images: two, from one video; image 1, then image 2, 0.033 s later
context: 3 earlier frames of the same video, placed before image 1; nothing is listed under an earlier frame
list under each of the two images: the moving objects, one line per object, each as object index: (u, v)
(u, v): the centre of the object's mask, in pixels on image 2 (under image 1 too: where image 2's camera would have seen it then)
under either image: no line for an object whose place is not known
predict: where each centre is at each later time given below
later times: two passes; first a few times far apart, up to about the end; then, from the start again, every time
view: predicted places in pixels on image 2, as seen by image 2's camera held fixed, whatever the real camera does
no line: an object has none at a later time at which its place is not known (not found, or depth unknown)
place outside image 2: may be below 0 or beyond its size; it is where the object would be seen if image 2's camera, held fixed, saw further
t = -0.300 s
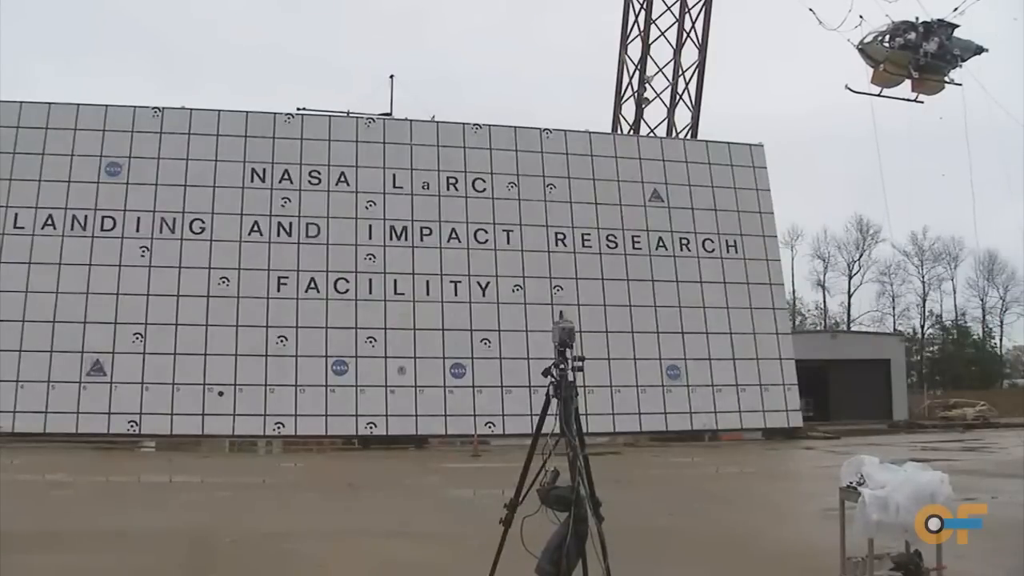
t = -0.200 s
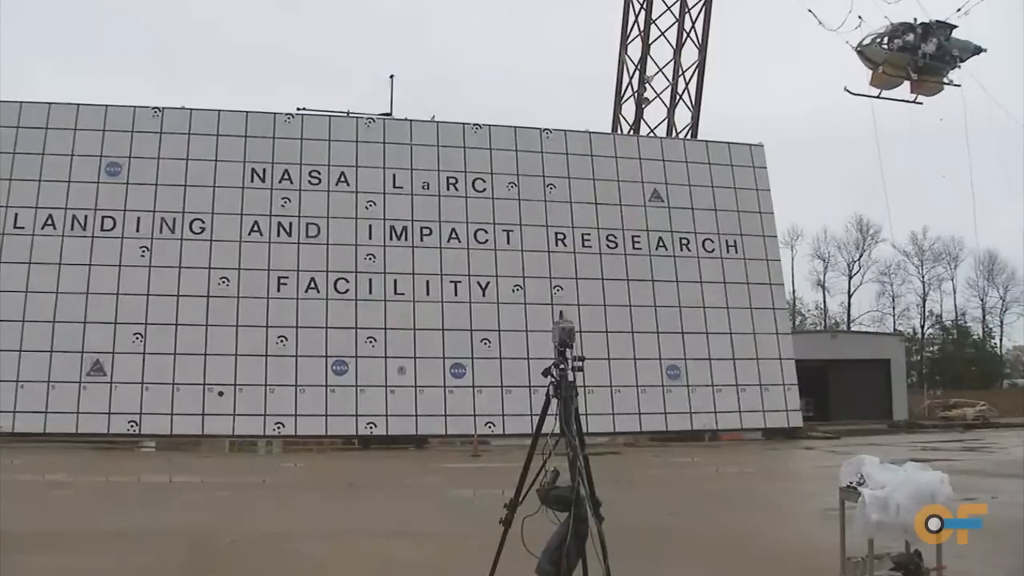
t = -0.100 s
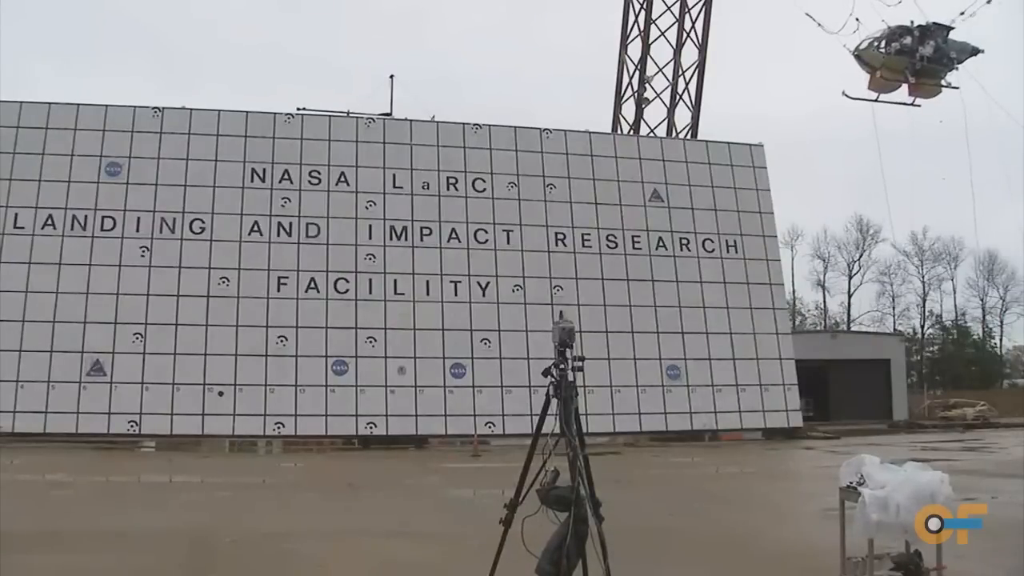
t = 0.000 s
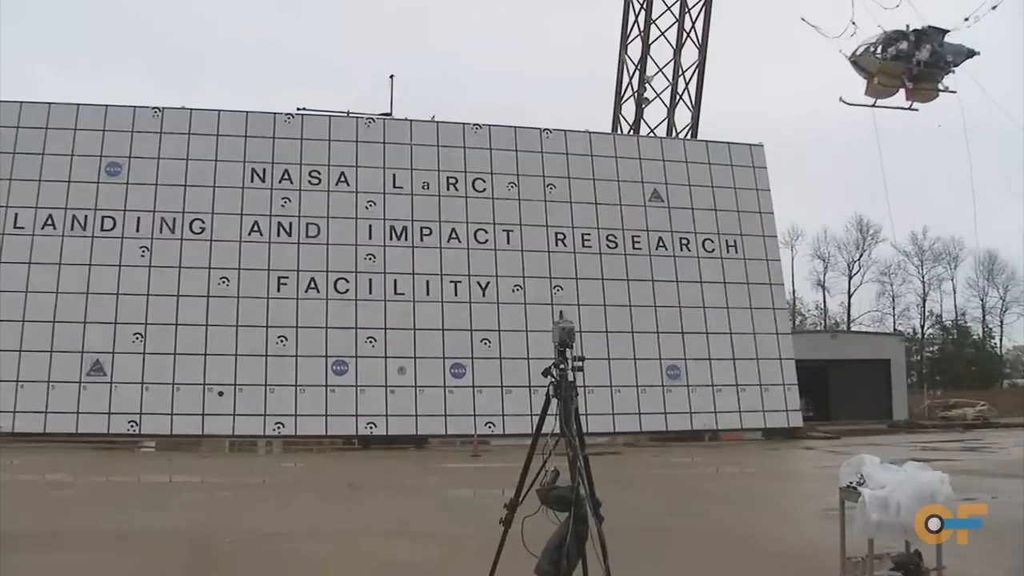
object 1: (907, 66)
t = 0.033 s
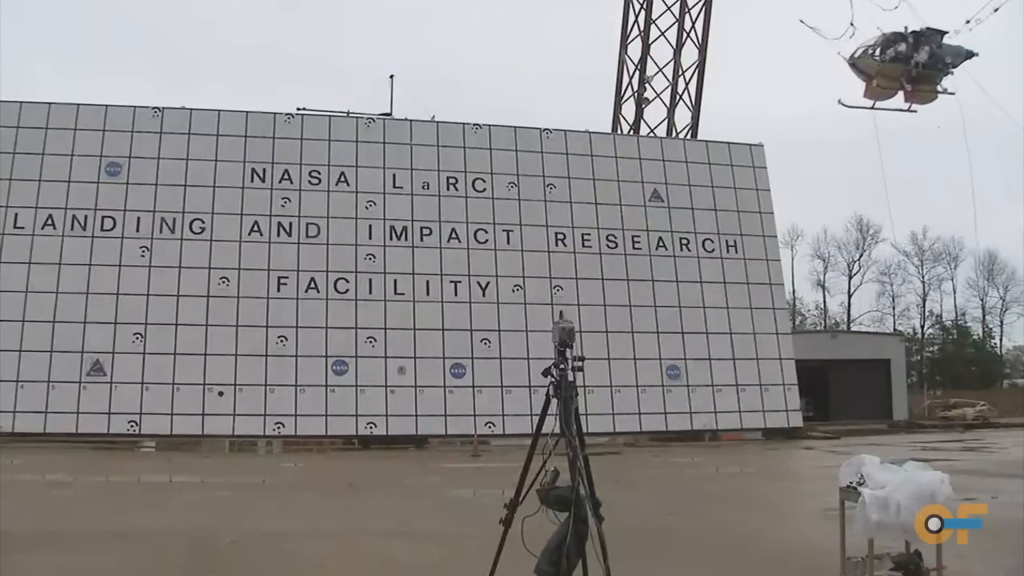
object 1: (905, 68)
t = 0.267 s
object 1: (892, 86)
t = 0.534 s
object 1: (867, 114)
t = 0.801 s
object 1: (830, 153)
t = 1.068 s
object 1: (779, 203)
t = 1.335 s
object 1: (710, 264)
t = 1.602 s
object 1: (627, 333)
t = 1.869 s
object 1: (494, 415)
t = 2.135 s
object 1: (404, 422)
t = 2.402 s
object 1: (306, 420)
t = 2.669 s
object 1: (217, 425)
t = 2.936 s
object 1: (137, 423)
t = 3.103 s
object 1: (94, 423)
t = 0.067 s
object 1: (904, 70)
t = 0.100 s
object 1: (902, 72)
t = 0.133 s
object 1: (900, 75)
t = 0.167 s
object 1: (899, 77)
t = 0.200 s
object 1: (896, 80)
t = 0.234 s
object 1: (894, 83)
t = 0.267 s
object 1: (892, 86)
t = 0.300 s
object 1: (889, 89)
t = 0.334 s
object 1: (886, 92)
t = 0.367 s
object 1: (884, 95)
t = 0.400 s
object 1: (881, 99)
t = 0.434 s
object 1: (877, 102)
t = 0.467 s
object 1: (874, 106)
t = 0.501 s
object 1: (870, 110)
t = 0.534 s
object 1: (867, 114)
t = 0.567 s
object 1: (863, 119)
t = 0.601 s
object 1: (858, 123)
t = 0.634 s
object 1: (854, 128)
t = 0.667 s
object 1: (850, 133)
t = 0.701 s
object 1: (845, 138)
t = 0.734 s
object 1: (840, 142)
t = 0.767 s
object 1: (835, 148)
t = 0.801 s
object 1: (830, 153)
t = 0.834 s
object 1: (825, 159)
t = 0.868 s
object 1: (819, 165)
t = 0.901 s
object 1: (813, 171)
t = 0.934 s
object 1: (806, 176)
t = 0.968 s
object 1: (800, 183)
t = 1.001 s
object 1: (793, 189)
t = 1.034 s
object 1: (787, 196)
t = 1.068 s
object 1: (779, 203)
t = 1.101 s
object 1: (771, 210)
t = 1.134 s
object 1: (763, 217)
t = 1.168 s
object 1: (756, 224)
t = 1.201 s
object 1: (747, 232)
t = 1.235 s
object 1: (738, 239)
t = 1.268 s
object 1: (730, 247)
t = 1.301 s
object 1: (721, 255)
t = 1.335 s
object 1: (710, 264)
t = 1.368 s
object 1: (701, 272)
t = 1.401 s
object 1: (690, 280)
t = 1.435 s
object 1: (680, 289)
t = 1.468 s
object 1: (669, 298)
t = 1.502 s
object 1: (658, 307)
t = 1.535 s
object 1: (647, 315)
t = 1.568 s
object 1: (636, 324)
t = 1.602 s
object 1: (627, 333)
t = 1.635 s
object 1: (623, 341)
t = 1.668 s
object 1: (602, 349)
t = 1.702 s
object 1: (586, 358)
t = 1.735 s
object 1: (574, 369)
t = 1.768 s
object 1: (553, 380)
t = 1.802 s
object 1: (533, 390)
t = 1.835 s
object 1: (506, 408)
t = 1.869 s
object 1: (494, 415)
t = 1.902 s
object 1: (485, 422)
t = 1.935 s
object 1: (477, 426)
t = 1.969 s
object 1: (466, 429)
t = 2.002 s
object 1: (454, 428)
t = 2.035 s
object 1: (441, 426)
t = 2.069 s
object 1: (429, 424)
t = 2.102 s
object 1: (416, 424)
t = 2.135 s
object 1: (404, 422)
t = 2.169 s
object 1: (391, 420)
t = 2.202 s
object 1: (379, 420)
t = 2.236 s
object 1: (366, 420)
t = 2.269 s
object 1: (354, 420)
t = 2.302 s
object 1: (342, 419)
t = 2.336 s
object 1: (330, 419)
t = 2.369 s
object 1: (318, 420)
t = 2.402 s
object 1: (306, 420)
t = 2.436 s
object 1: (295, 421)
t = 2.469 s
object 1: (283, 422)
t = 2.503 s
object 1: (271, 423)
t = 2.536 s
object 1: (260, 423)
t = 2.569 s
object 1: (248, 424)
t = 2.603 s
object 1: (238, 424)
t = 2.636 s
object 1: (227, 425)
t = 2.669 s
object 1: (217, 425)
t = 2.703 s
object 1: (207, 424)
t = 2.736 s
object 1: (196, 424)
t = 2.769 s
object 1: (186, 424)
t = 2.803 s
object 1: (176, 423)
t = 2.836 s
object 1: (166, 423)
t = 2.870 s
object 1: (156, 423)
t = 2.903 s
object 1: (147, 423)
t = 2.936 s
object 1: (137, 423)
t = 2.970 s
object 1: (128, 423)
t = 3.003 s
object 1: (120, 423)
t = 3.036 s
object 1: (110, 422)
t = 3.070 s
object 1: (102, 422)
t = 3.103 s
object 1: (94, 423)
